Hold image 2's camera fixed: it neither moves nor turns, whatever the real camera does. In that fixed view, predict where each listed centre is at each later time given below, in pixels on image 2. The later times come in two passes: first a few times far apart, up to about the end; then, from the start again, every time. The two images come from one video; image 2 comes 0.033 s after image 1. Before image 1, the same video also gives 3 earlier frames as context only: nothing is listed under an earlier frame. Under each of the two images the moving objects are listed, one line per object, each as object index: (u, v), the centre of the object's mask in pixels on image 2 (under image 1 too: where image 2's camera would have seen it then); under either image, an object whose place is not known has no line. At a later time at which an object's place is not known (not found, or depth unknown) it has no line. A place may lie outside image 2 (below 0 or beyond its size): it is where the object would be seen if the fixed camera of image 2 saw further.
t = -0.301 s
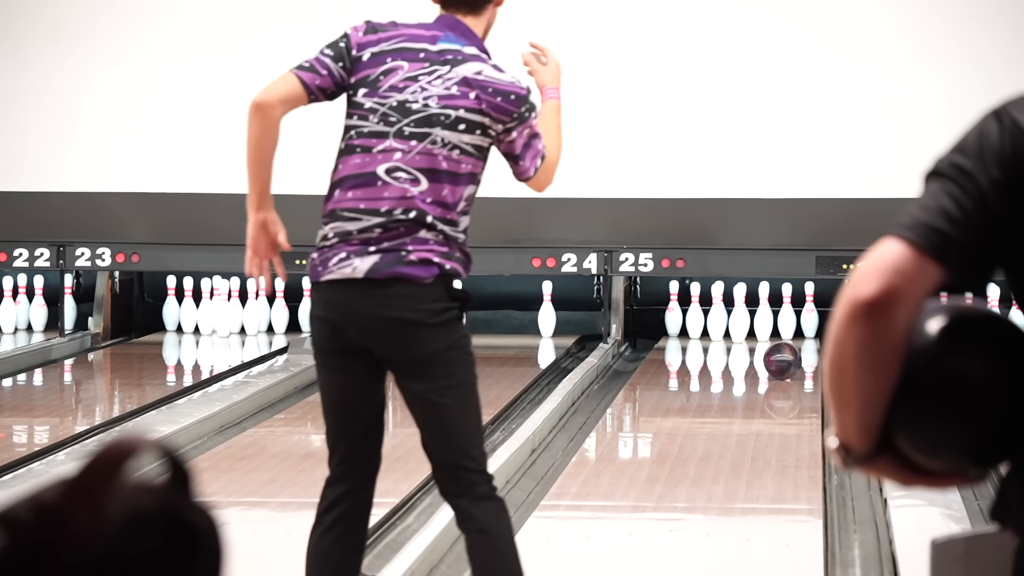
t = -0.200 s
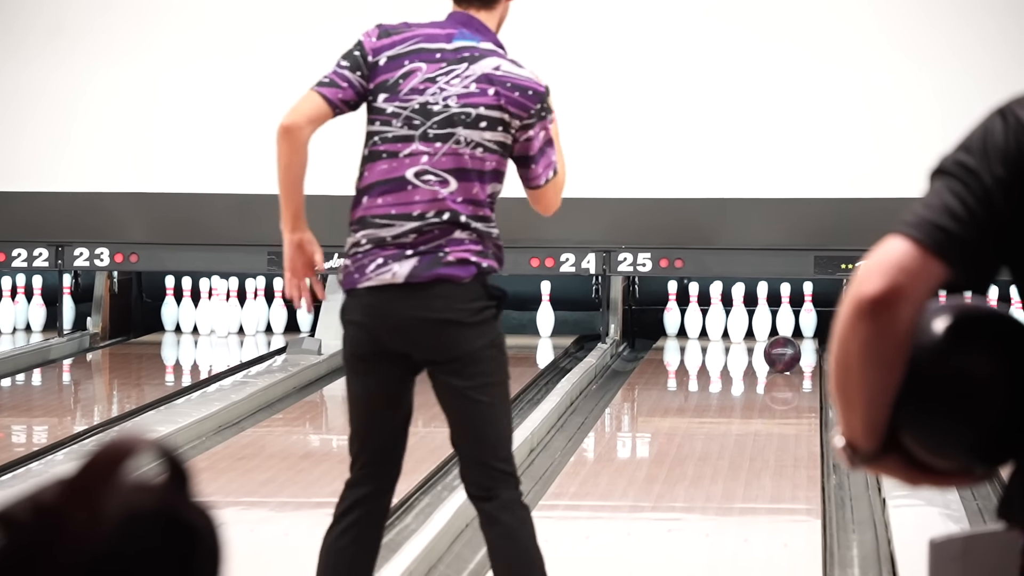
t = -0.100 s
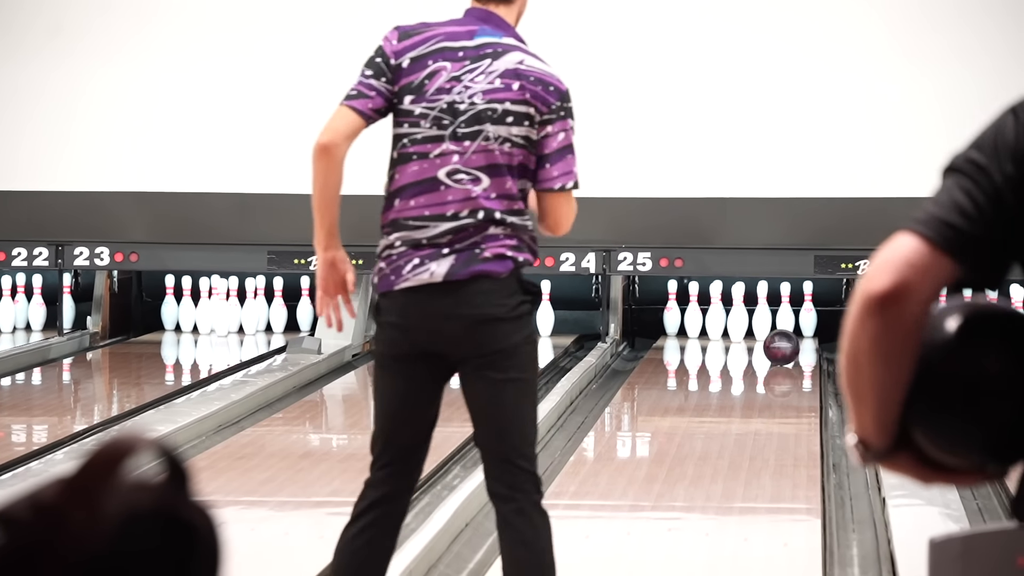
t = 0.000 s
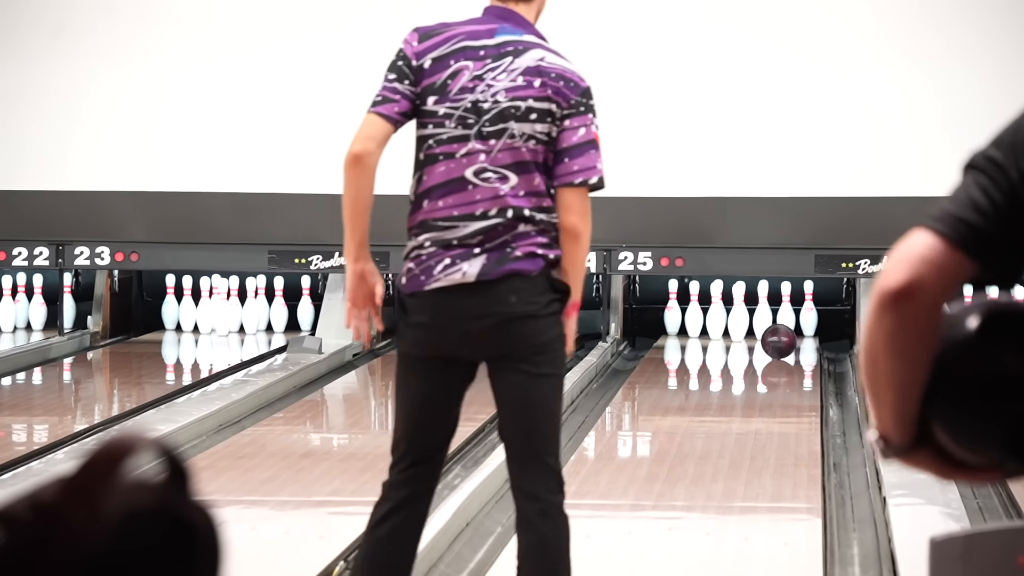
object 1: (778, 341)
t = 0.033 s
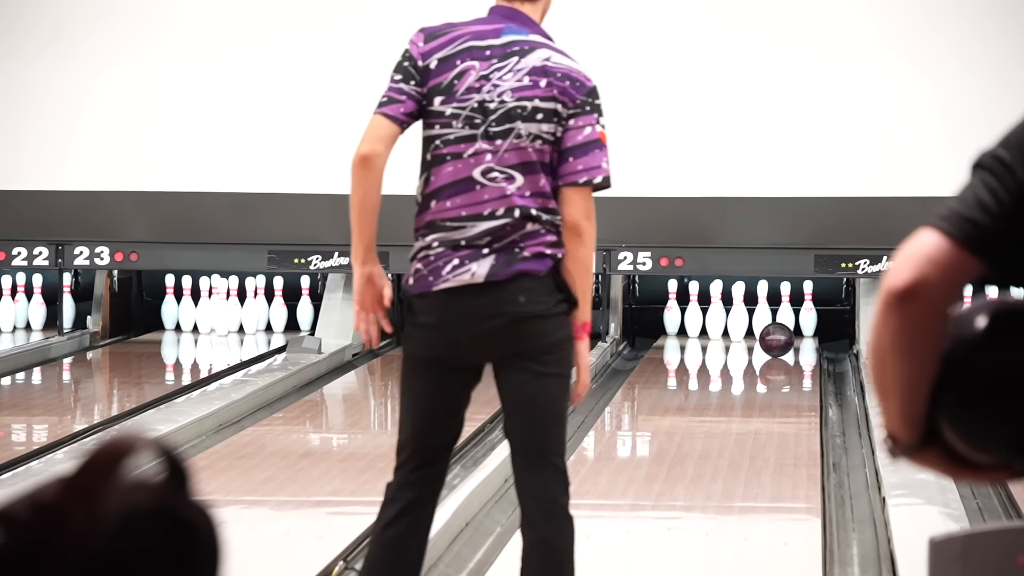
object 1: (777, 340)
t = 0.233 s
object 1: (762, 330)
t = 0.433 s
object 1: (754, 323)
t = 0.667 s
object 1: (765, 321)
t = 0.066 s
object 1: (775, 338)
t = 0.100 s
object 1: (772, 337)
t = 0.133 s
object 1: (770, 335)
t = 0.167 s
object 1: (767, 334)
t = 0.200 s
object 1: (765, 332)
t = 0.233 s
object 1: (762, 330)
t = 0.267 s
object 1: (758, 328)
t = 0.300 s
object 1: (755, 327)
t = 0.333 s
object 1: (754, 326)
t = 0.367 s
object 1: (754, 325)
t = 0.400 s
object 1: (754, 324)
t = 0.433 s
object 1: (754, 323)
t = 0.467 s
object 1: (754, 323)
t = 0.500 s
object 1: (754, 322)
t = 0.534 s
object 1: (758, 321)
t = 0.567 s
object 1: (759, 320)
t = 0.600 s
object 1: (761, 319)
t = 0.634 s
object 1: (762, 319)
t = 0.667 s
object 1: (765, 321)
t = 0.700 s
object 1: (766, 323)
